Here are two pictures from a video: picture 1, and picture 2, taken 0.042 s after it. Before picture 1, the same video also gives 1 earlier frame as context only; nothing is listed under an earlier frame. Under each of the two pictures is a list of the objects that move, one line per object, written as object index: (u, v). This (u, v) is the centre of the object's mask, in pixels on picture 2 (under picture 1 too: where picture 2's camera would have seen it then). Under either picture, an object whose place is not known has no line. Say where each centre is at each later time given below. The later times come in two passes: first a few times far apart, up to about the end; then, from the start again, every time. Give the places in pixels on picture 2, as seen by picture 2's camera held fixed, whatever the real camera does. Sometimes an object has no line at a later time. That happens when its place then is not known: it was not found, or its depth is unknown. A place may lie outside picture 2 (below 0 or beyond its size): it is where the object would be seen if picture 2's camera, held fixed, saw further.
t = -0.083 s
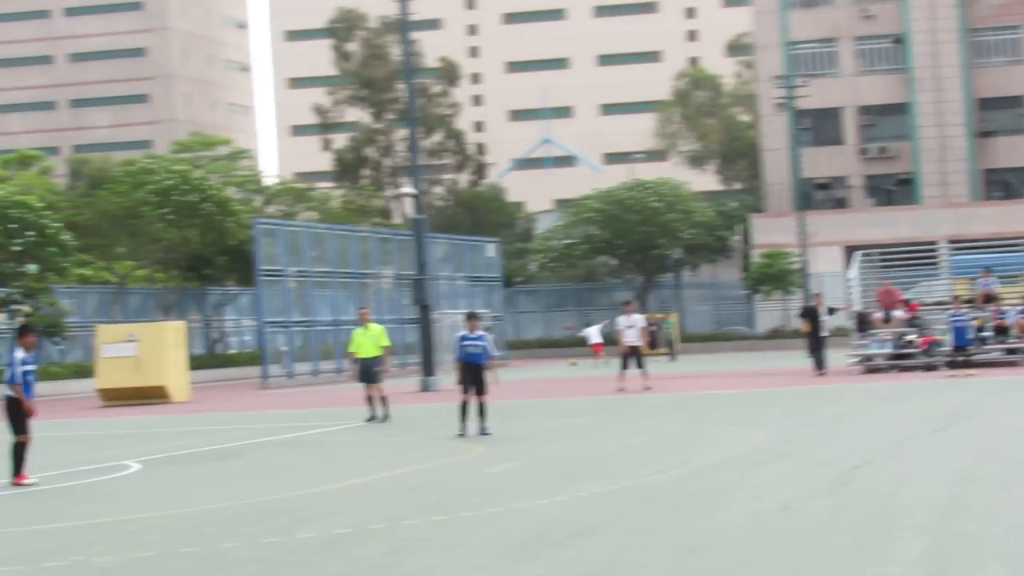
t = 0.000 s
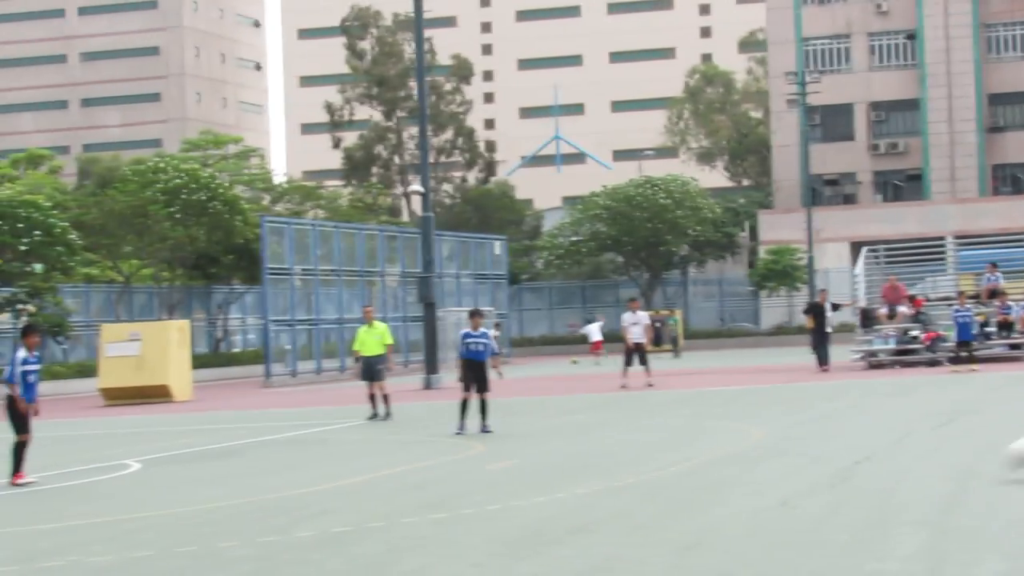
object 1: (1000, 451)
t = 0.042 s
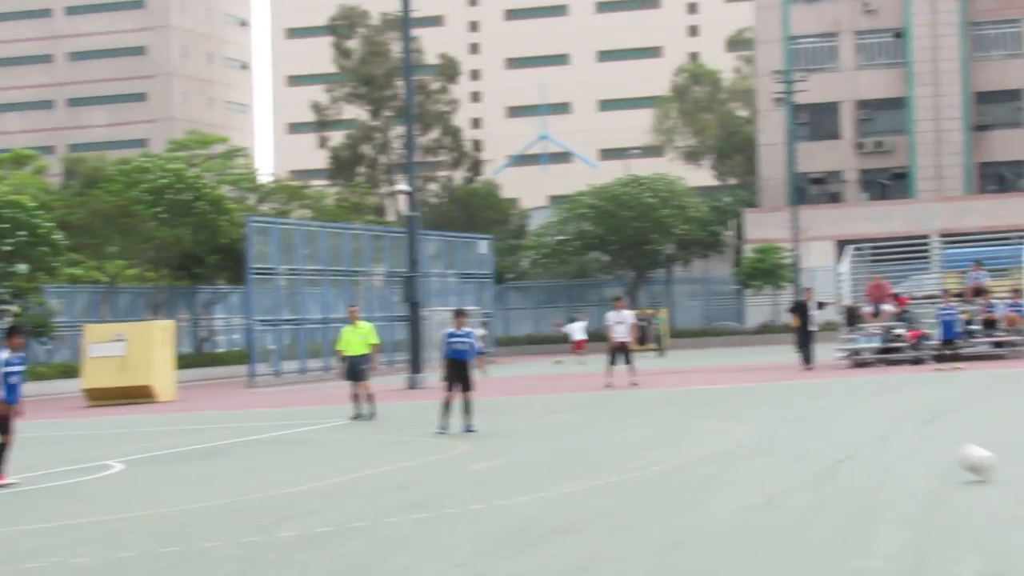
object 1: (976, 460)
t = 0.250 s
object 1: (863, 395)
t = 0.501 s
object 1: (727, 396)
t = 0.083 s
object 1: (954, 443)
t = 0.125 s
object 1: (932, 428)
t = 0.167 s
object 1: (908, 414)
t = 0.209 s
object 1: (886, 404)
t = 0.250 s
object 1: (863, 395)
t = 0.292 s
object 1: (841, 390)
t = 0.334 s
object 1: (817, 386)
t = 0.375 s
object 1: (795, 385)
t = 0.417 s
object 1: (771, 386)
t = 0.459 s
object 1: (748, 390)
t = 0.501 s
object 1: (727, 396)
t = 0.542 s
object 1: (705, 405)
